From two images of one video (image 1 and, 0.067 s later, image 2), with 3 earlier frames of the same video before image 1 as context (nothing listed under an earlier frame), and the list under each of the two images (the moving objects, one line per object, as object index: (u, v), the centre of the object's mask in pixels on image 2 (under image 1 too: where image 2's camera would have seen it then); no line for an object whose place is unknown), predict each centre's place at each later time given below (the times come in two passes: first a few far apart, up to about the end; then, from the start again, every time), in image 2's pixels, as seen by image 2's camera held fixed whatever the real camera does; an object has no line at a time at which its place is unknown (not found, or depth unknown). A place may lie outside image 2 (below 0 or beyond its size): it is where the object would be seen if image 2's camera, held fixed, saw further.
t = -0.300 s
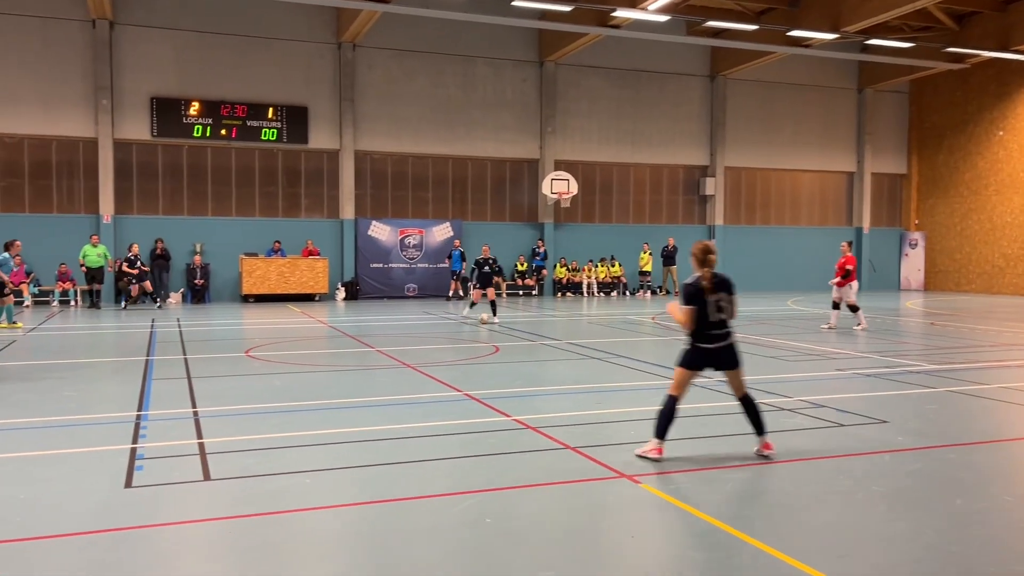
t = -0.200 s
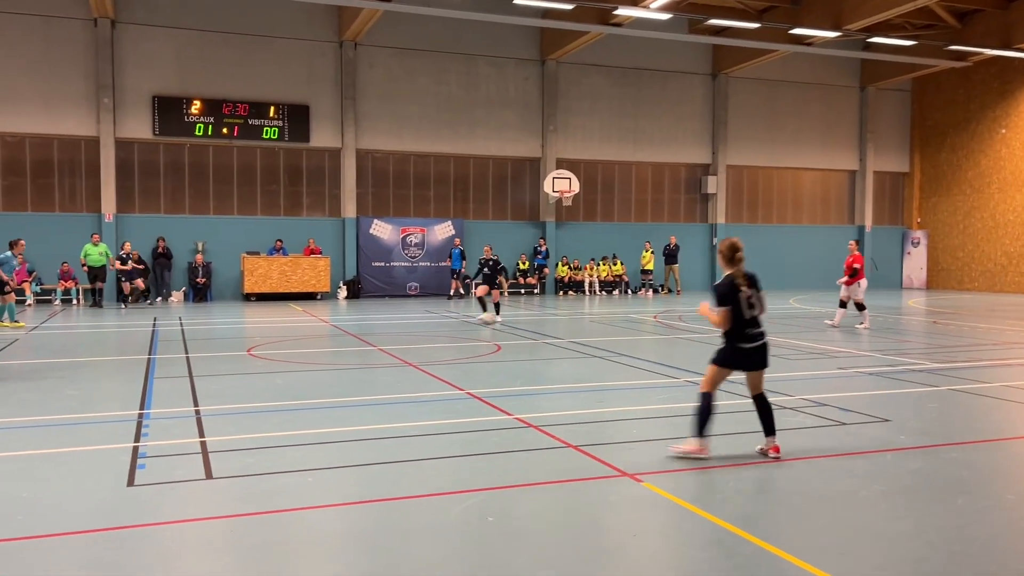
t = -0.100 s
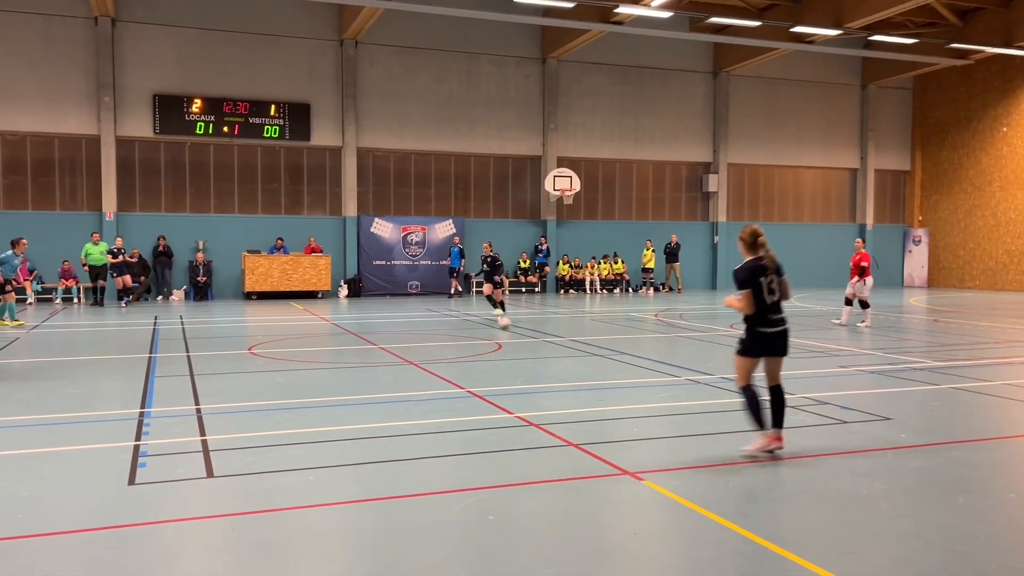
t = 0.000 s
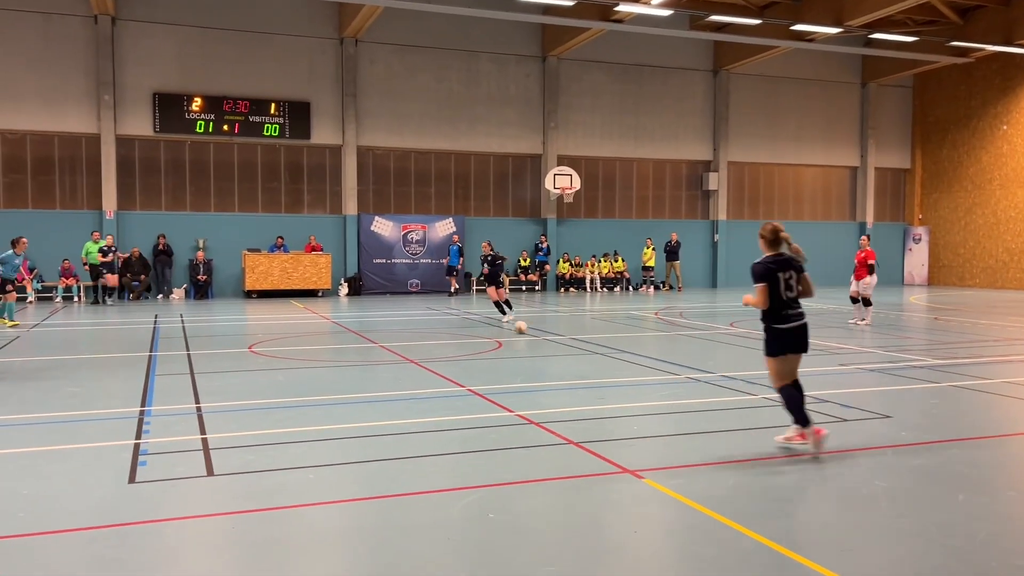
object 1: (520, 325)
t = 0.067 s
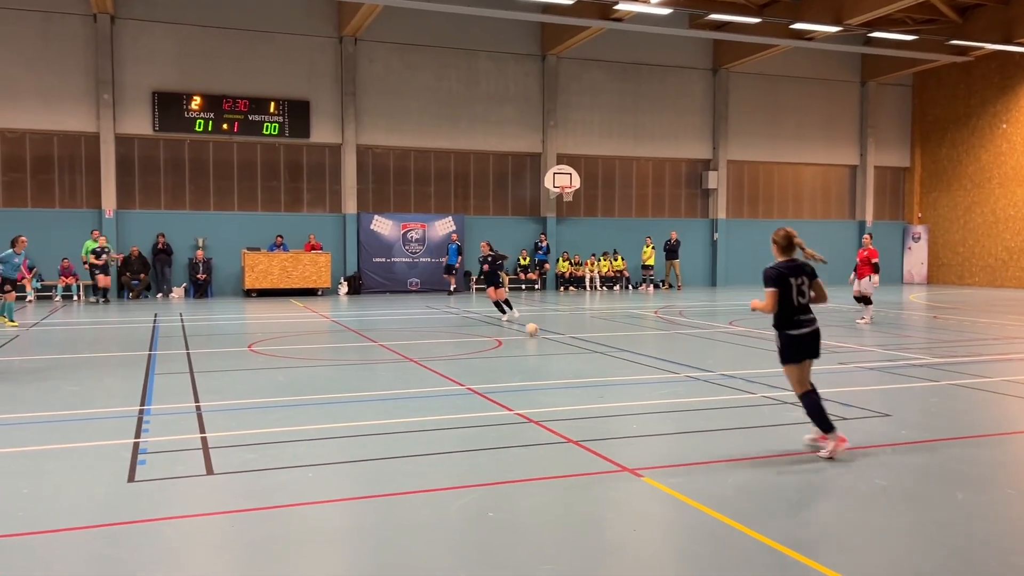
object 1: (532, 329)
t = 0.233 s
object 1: (562, 342)
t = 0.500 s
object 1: (617, 362)
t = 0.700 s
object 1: (671, 380)
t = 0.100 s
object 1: (537, 331)
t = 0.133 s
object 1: (544, 335)
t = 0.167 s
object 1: (550, 336)
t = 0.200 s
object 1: (556, 338)
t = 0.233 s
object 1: (562, 342)
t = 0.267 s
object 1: (568, 344)
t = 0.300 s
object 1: (574, 346)
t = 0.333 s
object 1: (582, 349)
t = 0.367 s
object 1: (588, 351)
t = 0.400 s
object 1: (595, 353)
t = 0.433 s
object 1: (602, 357)
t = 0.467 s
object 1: (609, 359)
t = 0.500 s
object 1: (617, 362)
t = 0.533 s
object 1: (625, 365)
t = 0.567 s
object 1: (633, 368)
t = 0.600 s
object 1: (642, 370)
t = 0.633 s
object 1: (650, 373)
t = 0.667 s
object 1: (661, 377)
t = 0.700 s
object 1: (671, 380)
